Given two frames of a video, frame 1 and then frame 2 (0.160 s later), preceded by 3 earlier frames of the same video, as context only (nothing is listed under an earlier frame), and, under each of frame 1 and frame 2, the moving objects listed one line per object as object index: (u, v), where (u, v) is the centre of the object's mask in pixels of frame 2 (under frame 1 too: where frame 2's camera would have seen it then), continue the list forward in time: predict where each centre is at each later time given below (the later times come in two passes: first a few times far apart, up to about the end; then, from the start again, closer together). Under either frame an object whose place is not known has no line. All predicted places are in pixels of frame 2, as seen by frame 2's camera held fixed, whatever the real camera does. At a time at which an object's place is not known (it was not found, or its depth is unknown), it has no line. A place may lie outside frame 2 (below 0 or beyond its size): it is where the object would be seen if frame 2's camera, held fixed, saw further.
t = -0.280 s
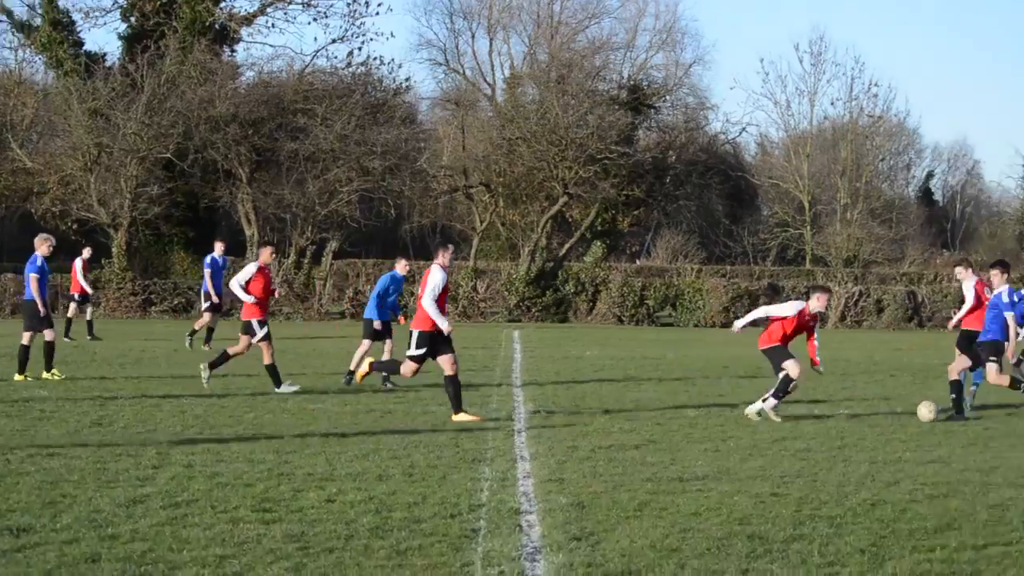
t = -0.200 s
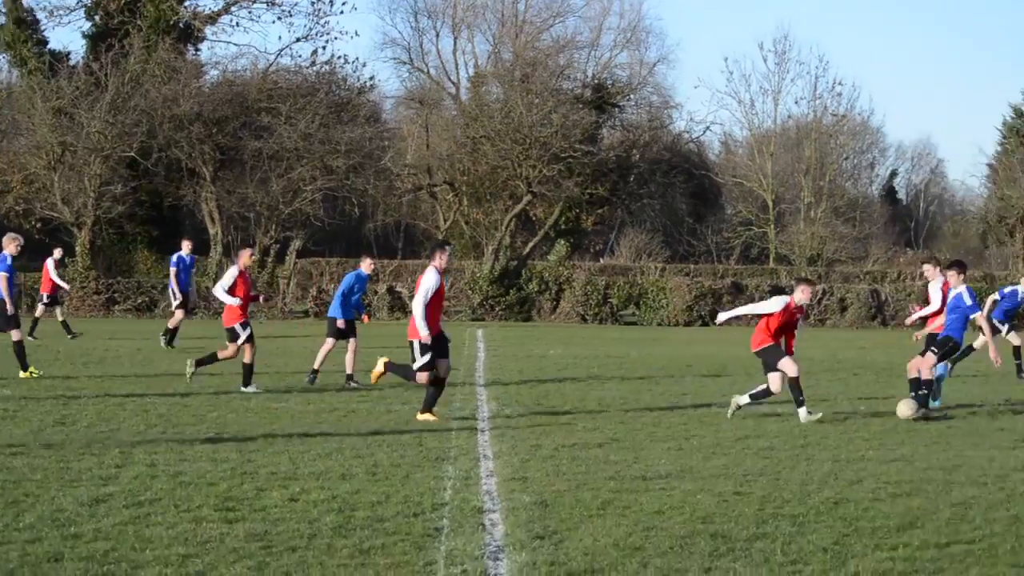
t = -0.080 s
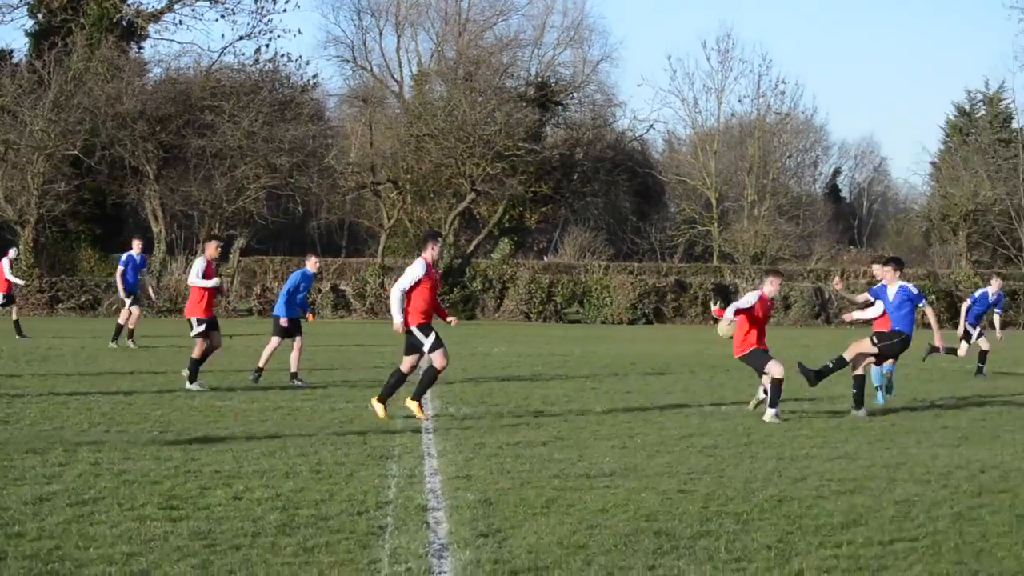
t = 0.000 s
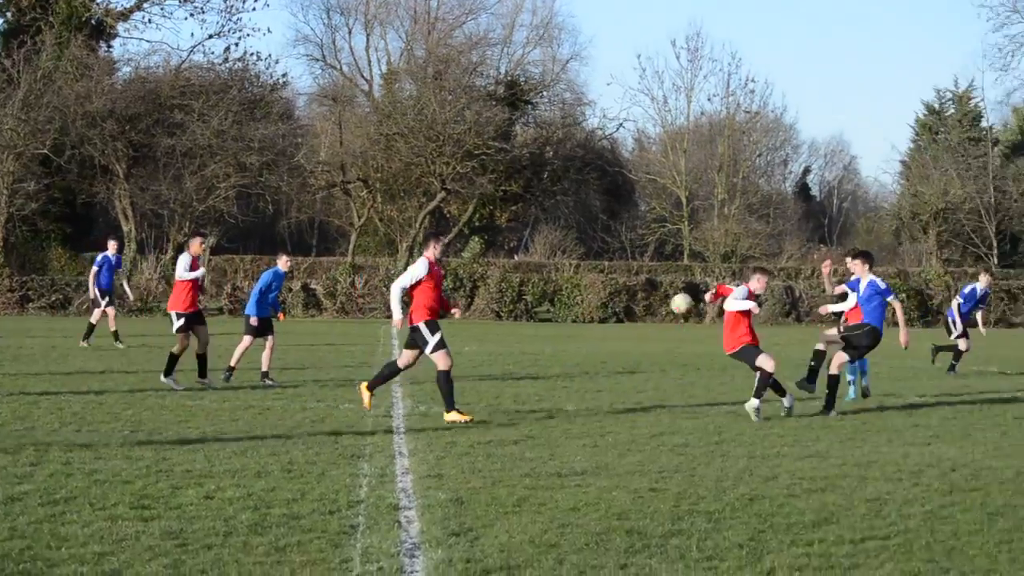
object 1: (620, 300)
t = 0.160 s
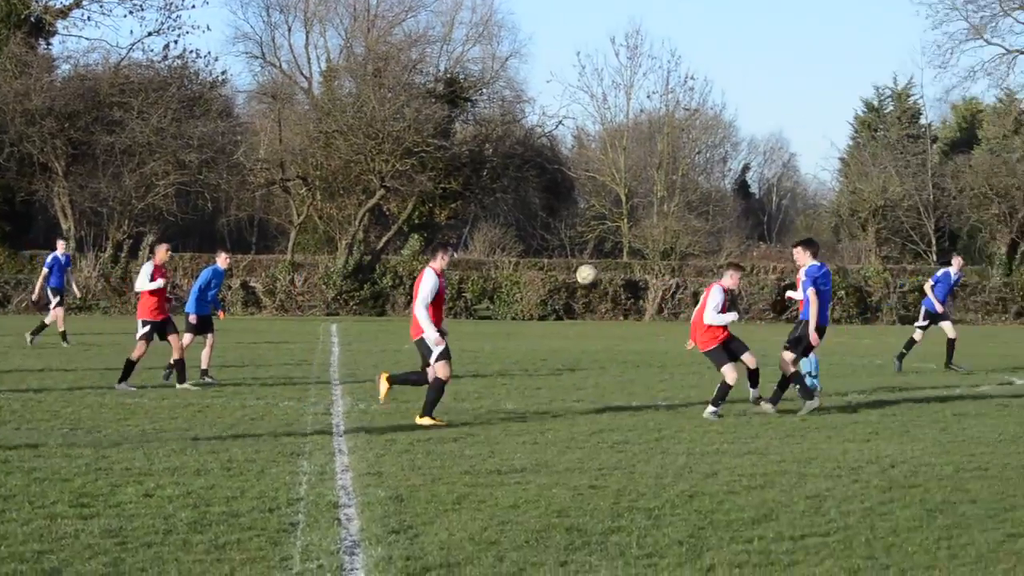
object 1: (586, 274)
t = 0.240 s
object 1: (569, 270)
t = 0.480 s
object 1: (522, 294)
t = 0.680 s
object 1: (486, 350)
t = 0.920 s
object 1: (454, 353)
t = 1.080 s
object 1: (435, 343)
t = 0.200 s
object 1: (578, 272)
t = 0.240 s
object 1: (569, 270)
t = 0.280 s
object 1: (561, 270)
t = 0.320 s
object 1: (552, 272)
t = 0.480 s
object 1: (522, 294)
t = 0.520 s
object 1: (515, 303)
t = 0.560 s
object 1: (507, 313)
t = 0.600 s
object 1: (500, 324)
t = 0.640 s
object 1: (493, 336)
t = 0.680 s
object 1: (486, 350)
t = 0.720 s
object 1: (479, 365)
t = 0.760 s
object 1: (472, 381)
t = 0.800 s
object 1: (467, 375)
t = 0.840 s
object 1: (463, 366)
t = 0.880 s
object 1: (459, 359)
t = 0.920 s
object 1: (454, 353)
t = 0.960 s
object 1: (449, 349)
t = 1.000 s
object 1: (445, 345)
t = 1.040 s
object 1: (440, 343)
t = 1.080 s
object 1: (435, 343)
